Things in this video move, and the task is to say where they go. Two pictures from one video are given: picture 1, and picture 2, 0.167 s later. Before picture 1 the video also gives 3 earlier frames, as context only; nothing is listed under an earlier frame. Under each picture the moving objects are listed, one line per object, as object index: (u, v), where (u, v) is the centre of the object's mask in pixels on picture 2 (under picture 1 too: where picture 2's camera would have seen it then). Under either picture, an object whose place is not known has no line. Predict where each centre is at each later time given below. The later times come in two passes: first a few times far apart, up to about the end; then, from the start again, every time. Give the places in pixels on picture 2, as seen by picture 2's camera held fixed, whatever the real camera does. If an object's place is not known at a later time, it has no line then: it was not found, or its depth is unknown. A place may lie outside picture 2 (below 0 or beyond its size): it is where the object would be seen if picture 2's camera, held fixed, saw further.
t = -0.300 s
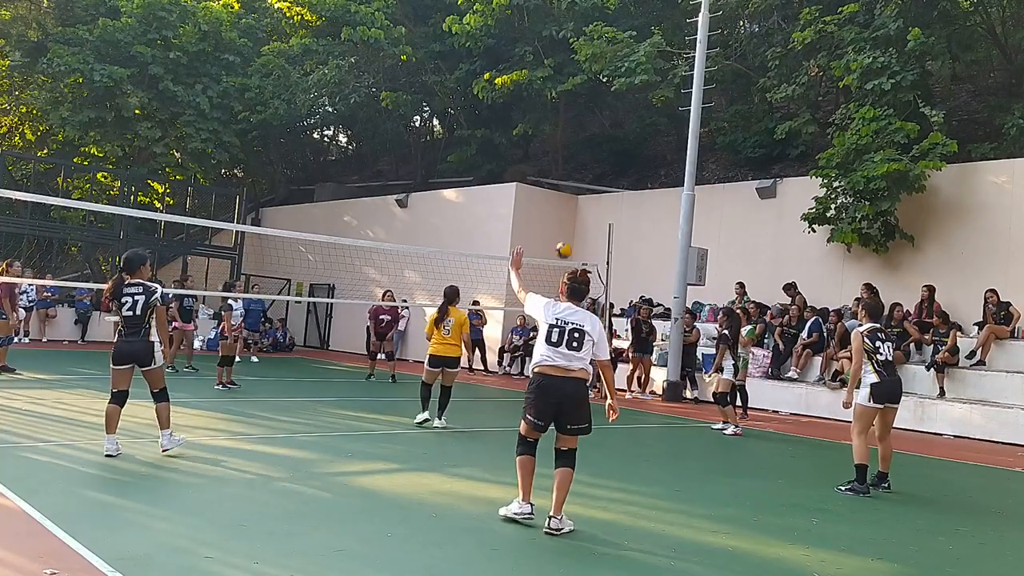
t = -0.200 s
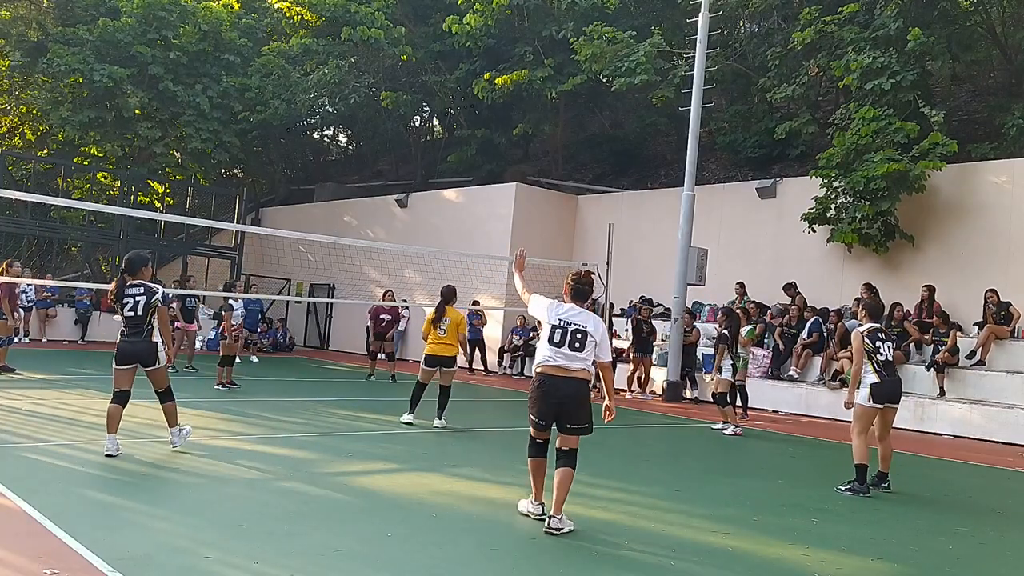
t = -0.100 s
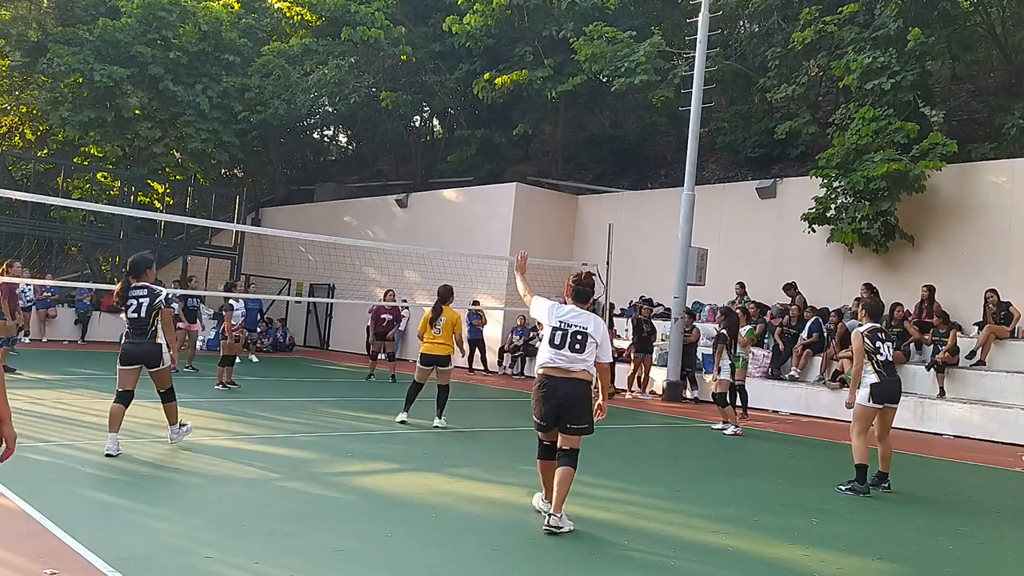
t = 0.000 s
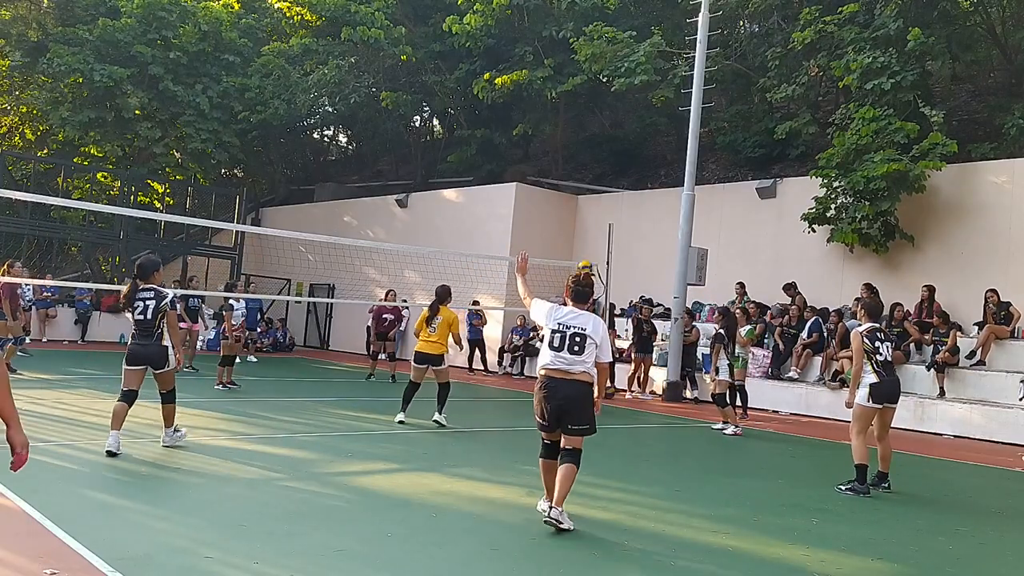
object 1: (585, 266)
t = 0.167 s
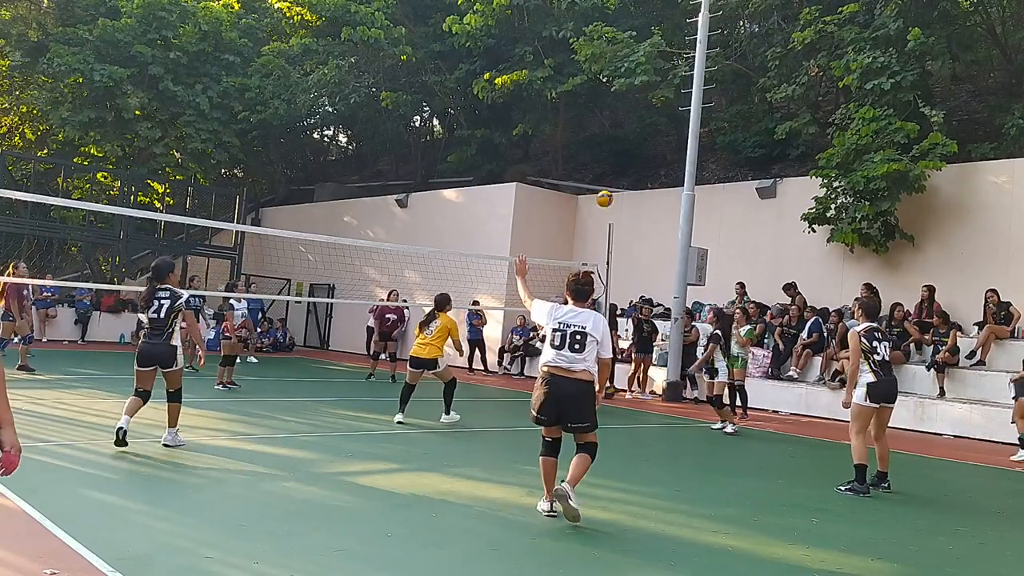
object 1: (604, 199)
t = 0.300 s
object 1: (619, 157)
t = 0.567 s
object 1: (647, 112)
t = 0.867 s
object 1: (674, 129)
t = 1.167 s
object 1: (693, 224)
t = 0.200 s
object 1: (608, 187)
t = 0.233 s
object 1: (612, 176)
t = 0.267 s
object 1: (616, 166)
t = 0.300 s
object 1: (619, 157)
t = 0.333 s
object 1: (623, 148)
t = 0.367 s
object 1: (626, 141)
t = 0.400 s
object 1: (630, 134)
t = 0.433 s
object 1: (633, 128)
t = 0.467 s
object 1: (637, 123)
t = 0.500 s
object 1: (640, 119)
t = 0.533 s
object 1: (643, 115)
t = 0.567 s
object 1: (647, 112)
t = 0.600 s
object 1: (650, 110)
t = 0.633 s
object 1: (653, 109)
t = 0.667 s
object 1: (656, 109)
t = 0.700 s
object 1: (659, 110)
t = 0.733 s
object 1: (662, 112)
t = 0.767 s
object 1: (665, 115)
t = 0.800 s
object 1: (668, 118)
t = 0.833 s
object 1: (671, 123)
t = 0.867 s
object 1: (674, 129)
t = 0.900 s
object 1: (676, 135)
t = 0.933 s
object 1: (678, 142)
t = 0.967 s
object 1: (681, 151)
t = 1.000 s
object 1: (683, 161)
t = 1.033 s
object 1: (685, 171)
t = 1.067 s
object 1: (687, 183)
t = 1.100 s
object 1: (690, 196)
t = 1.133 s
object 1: (691, 209)
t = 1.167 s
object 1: (693, 224)
